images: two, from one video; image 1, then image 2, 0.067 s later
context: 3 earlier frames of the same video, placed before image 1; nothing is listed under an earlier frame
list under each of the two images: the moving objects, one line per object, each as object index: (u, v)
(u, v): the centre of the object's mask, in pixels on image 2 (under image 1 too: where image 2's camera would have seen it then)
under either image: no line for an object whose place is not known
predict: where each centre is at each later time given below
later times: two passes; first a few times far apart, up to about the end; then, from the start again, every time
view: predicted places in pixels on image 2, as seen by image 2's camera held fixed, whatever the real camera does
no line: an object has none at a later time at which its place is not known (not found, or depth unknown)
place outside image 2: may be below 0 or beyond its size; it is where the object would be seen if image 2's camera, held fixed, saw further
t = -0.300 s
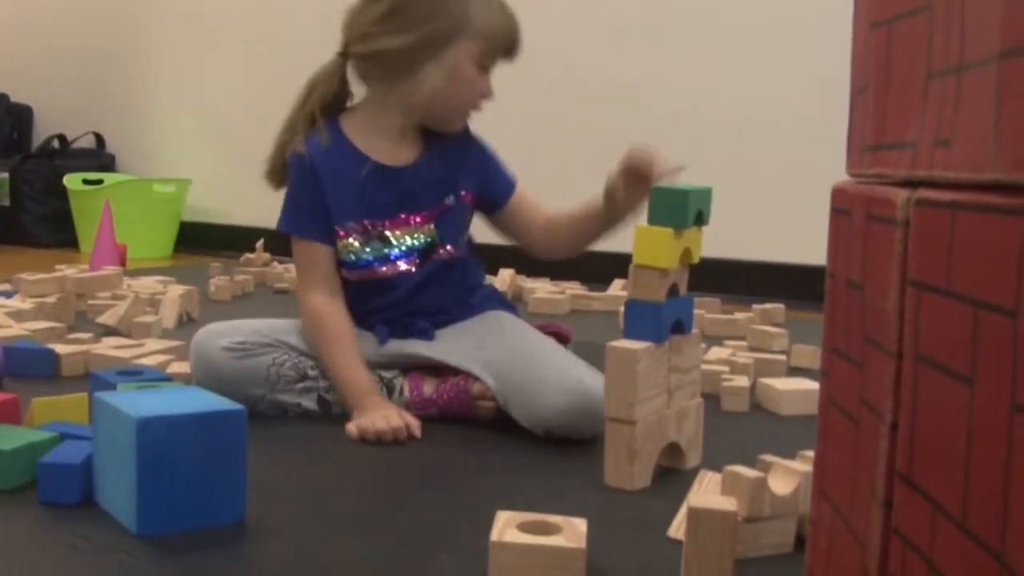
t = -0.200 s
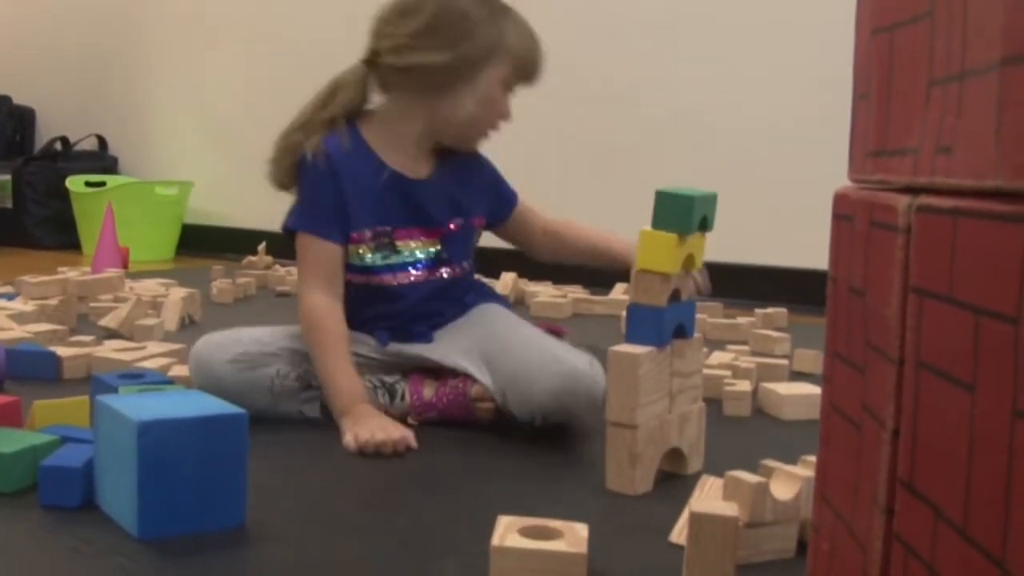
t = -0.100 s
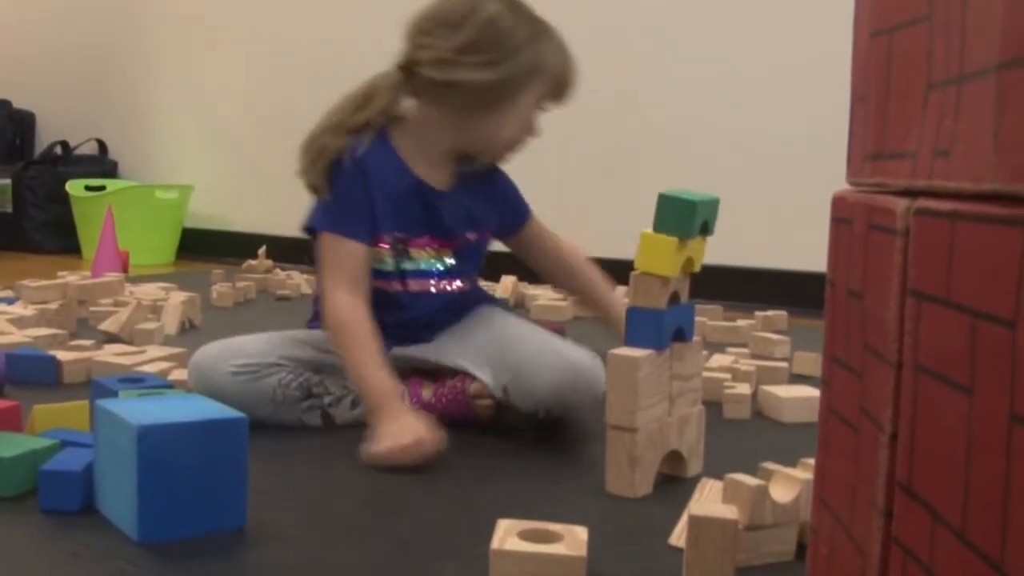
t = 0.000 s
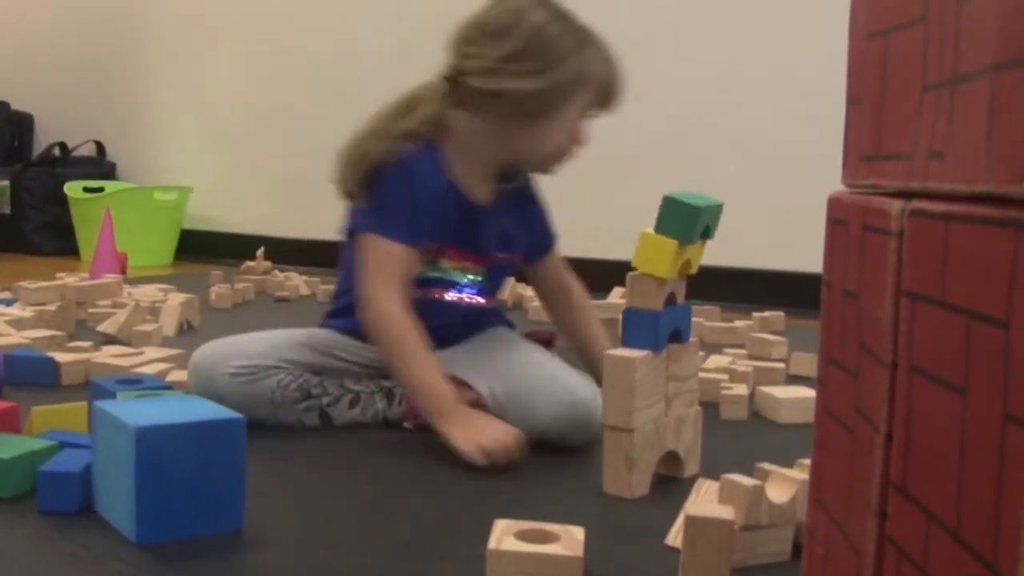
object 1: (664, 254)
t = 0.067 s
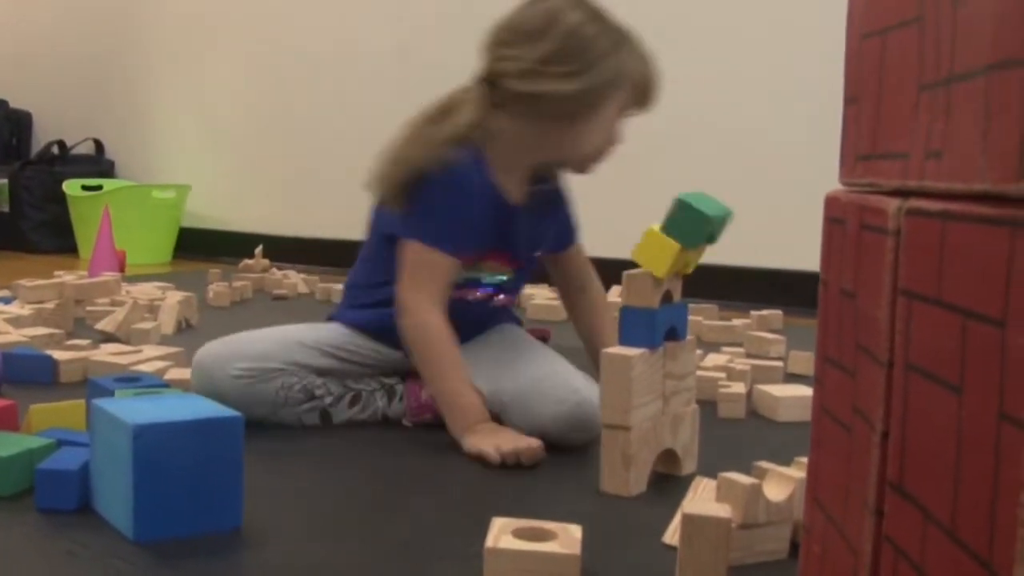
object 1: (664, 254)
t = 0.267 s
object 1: (705, 348)
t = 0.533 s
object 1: (658, 482)
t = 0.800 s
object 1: (668, 464)
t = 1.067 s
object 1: (669, 465)
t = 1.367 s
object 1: (670, 463)
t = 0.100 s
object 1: (664, 255)
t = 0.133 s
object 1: (665, 256)
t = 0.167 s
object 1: (676, 262)
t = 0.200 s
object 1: (688, 279)
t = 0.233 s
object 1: (699, 307)
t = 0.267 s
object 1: (705, 348)
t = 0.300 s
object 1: (711, 406)
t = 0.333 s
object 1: (706, 442)
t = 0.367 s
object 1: (692, 453)
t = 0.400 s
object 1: (681, 453)
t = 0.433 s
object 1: (675, 459)
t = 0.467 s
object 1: (668, 477)
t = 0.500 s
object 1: (663, 480)
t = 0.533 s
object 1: (658, 482)
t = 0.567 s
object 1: (648, 475)
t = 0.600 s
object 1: (664, 462)
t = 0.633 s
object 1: (666, 461)
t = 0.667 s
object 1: (667, 463)
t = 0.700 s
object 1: (667, 464)
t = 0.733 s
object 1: (668, 464)
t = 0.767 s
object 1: (668, 464)
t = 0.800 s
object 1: (668, 464)
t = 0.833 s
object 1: (668, 464)
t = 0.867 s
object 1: (668, 465)
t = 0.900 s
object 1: (668, 465)
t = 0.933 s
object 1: (668, 465)
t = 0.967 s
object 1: (669, 465)
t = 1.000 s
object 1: (668, 465)
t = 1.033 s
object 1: (669, 465)
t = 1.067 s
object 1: (669, 465)
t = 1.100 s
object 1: (669, 465)
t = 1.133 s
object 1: (669, 465)
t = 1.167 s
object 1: (668, 465)
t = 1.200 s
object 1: (668, 465)
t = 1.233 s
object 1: (668, 465)
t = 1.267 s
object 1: (669, 464)
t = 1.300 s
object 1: (669, 464)
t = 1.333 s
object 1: (669, 464)
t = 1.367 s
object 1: (670, 463)
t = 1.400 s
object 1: (670, 463)
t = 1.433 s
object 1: (669, 463)
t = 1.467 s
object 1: (669, 463)
